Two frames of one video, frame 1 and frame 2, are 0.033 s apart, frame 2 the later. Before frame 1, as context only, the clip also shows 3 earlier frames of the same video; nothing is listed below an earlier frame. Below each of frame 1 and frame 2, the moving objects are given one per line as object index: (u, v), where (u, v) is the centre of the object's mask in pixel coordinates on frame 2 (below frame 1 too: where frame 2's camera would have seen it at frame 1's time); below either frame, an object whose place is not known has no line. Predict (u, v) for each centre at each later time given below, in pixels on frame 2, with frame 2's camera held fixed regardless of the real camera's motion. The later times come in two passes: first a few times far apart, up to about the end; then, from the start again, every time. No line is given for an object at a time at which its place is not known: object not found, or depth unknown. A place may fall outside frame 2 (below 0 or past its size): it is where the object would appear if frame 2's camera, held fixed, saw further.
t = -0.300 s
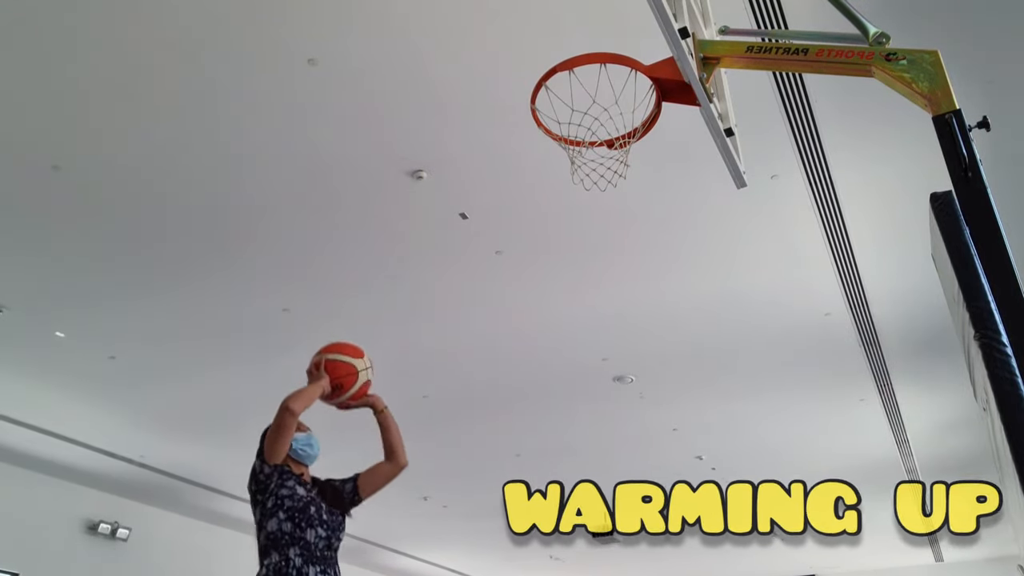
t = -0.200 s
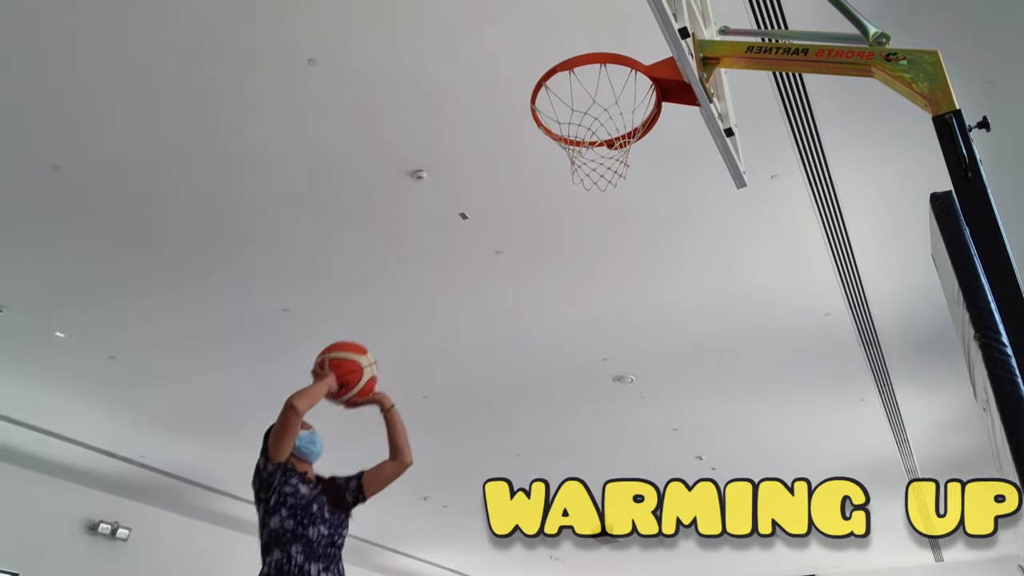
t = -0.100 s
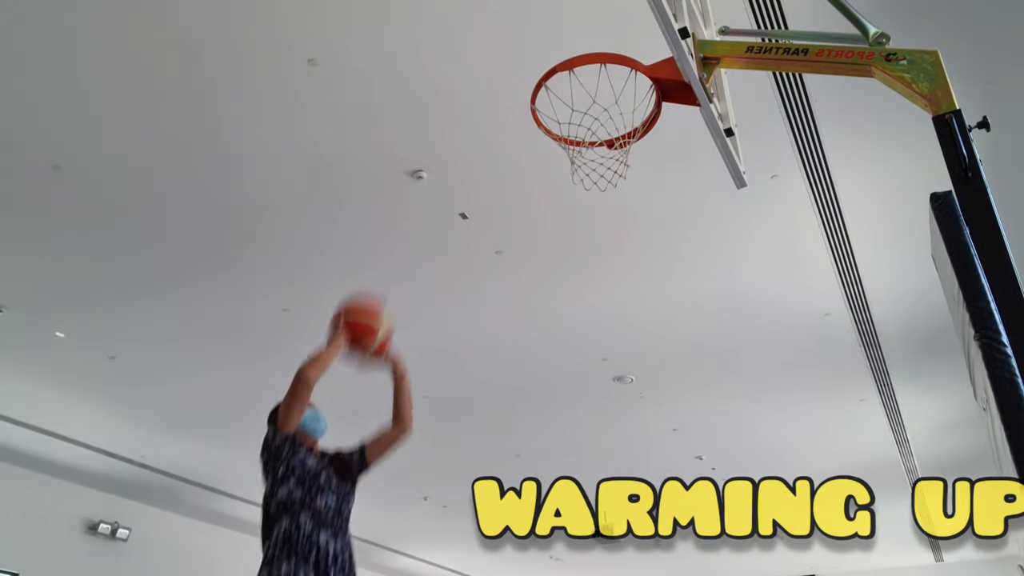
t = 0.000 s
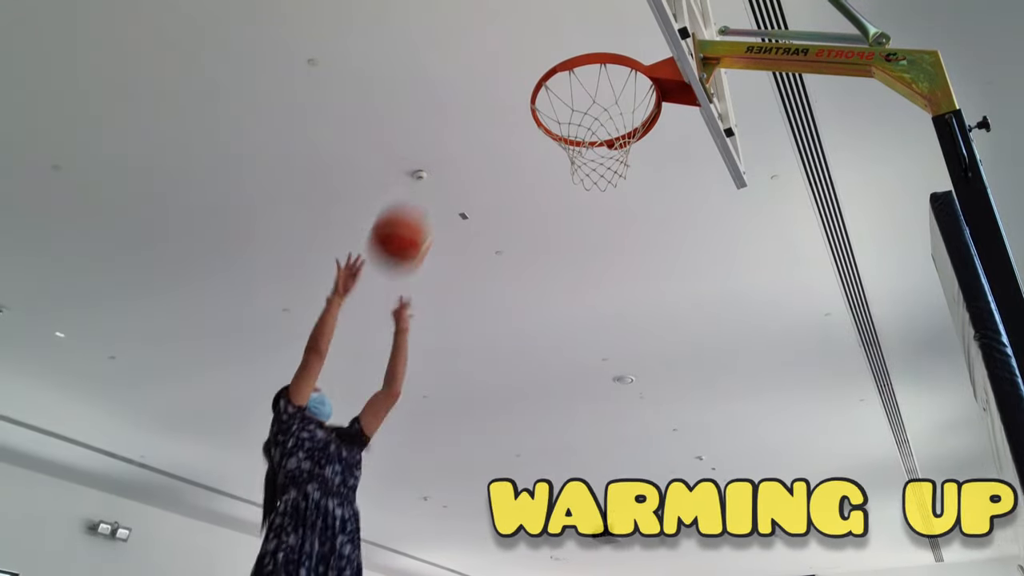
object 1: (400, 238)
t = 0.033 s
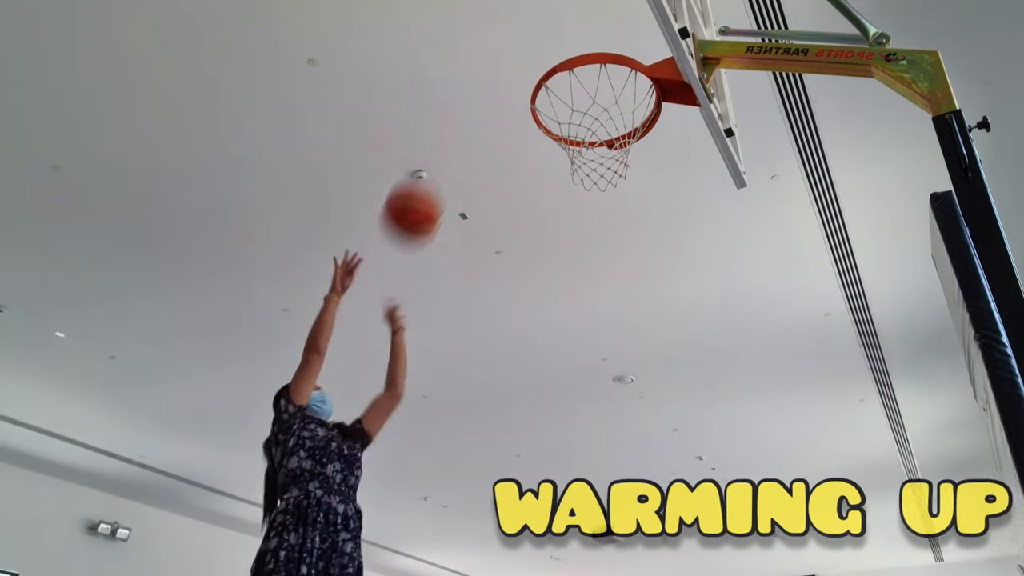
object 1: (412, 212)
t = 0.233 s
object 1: (487, 102)
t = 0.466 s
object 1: (580, 66)
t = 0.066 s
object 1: (426, 188)
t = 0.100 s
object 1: (438, 166)
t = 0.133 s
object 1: (451, 147)
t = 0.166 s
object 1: (464, 130)
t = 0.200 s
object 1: (475, 116)
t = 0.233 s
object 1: (487, 102)
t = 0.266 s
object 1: (499, 91)
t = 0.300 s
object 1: (510, 81)
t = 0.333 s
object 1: (524, 74)
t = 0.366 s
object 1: (536, 68)
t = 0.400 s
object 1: (549, 65)
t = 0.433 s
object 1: (563, 63)
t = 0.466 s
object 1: (580, 66)
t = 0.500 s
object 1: (592, 67)
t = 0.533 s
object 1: (606, 73)
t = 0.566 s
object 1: (611, 87)
